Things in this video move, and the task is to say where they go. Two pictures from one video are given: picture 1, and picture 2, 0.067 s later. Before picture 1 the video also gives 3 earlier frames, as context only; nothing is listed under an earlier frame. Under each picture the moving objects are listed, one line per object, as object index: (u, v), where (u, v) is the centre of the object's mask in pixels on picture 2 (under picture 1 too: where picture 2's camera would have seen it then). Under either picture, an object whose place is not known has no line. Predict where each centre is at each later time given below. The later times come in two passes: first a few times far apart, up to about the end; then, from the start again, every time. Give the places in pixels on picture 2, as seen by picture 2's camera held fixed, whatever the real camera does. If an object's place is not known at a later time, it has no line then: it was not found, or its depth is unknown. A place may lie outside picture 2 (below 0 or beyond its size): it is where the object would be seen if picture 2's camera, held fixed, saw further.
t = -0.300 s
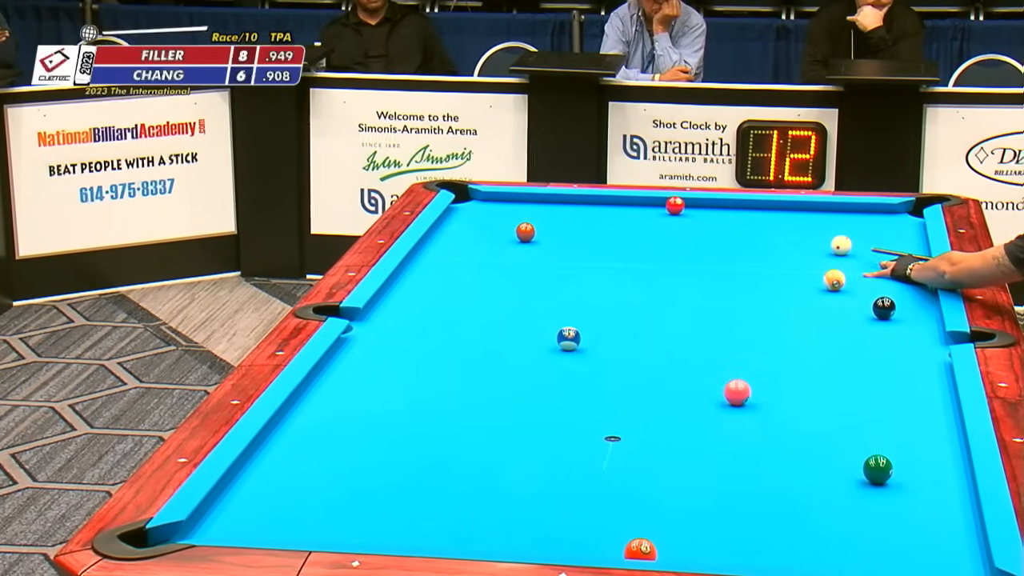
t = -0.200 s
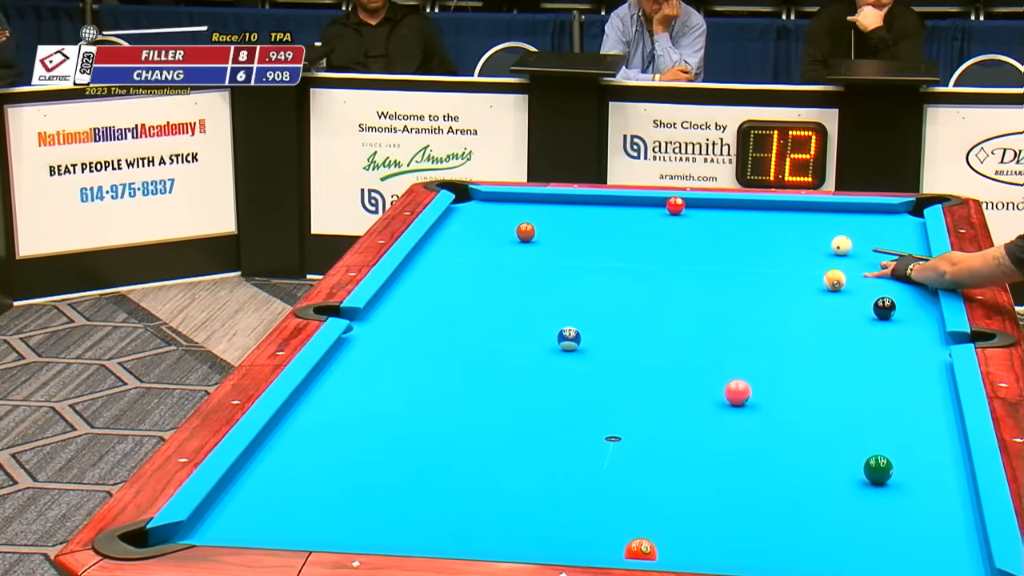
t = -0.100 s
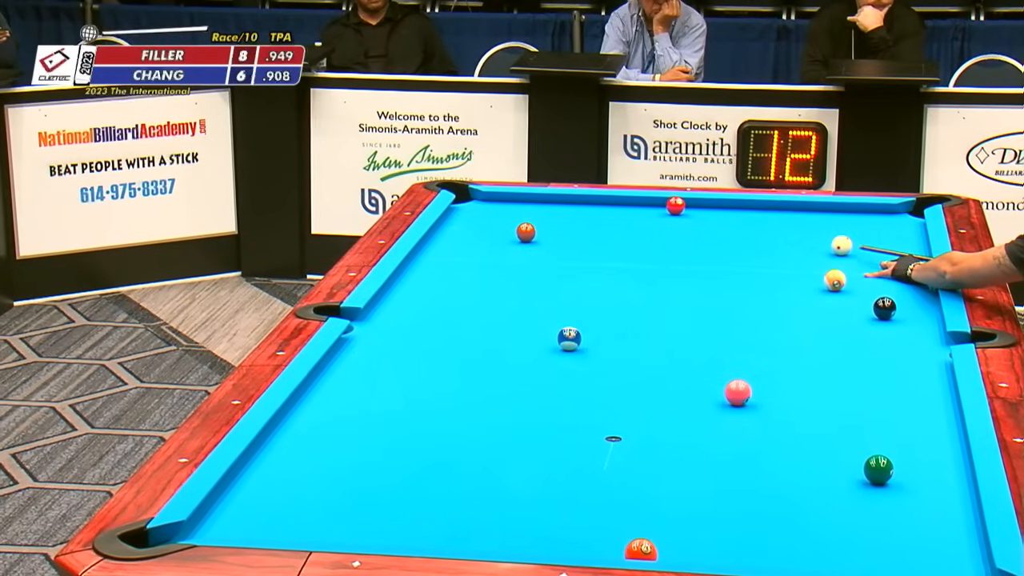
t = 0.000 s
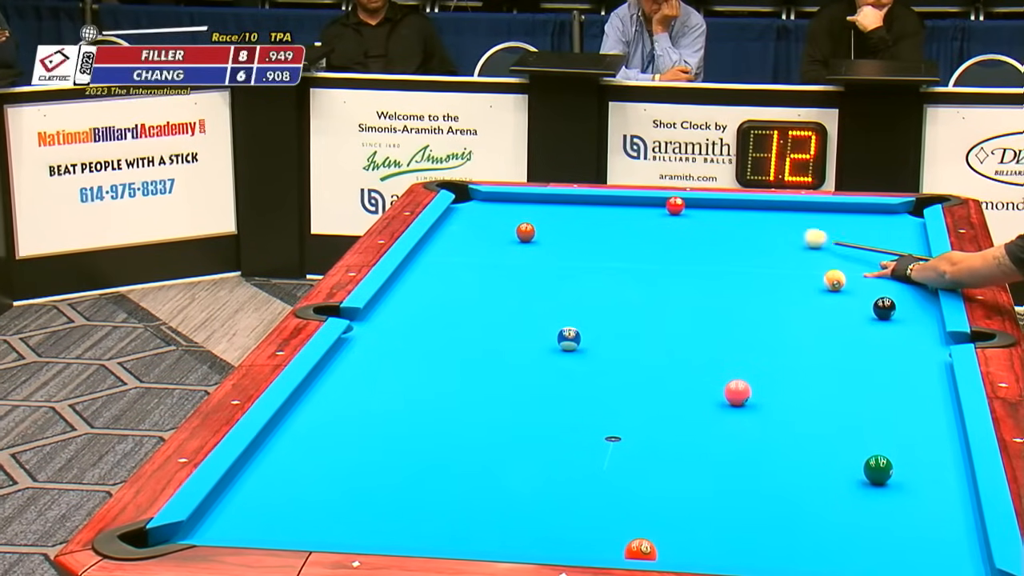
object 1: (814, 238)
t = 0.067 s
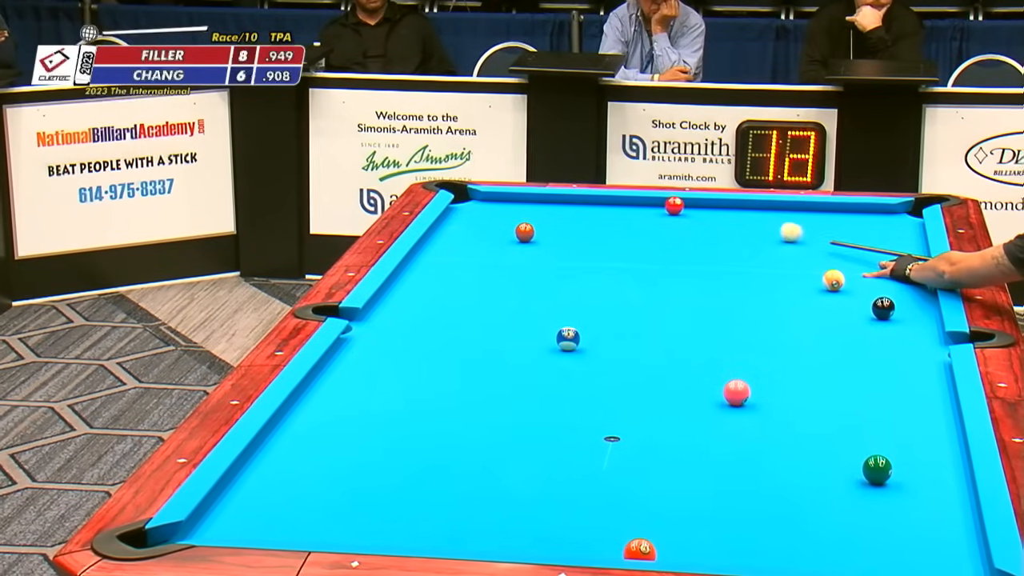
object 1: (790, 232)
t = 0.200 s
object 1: (750, 221)
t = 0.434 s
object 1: (692, 205)
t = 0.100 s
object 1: (779, 229)
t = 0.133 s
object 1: (769, 227)
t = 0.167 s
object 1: (759, 224)
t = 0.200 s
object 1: (750, 221)
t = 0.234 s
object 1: (739, 219)
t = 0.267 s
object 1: (730, 216)
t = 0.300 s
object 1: (721, 214)
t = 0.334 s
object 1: (711, 211)
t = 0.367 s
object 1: (702, 208)
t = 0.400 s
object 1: (693, 206)
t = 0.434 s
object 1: (692, 205)
